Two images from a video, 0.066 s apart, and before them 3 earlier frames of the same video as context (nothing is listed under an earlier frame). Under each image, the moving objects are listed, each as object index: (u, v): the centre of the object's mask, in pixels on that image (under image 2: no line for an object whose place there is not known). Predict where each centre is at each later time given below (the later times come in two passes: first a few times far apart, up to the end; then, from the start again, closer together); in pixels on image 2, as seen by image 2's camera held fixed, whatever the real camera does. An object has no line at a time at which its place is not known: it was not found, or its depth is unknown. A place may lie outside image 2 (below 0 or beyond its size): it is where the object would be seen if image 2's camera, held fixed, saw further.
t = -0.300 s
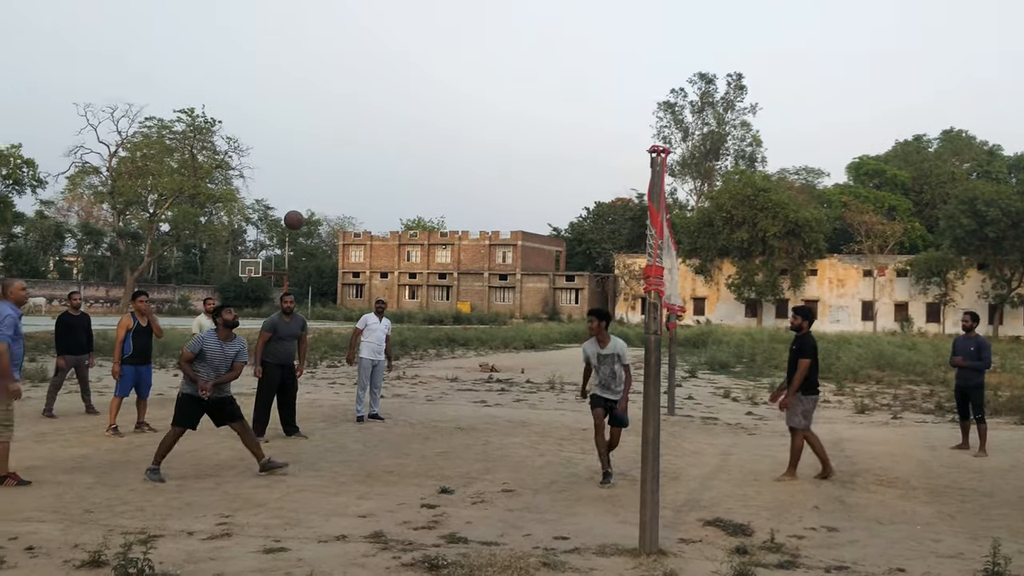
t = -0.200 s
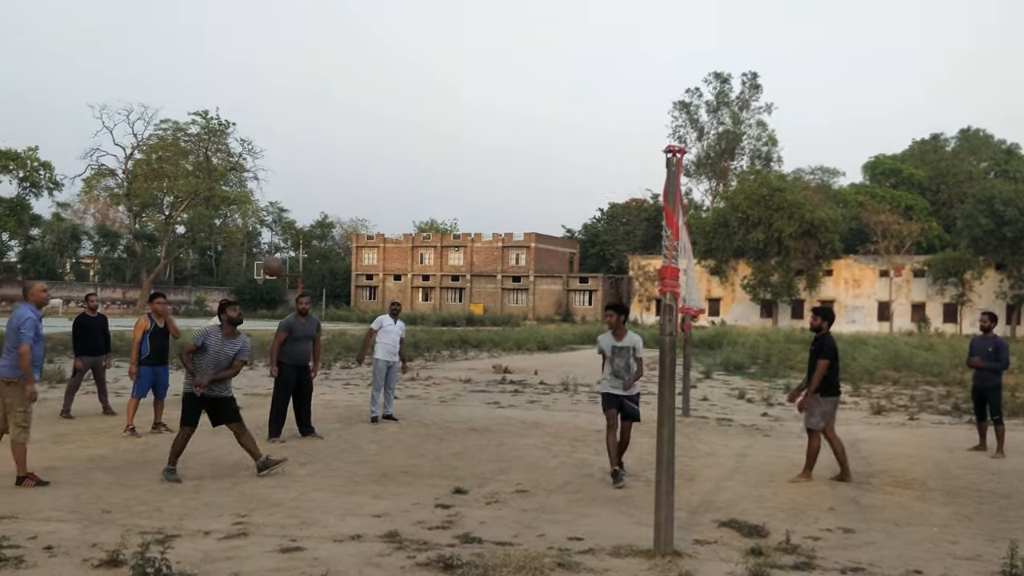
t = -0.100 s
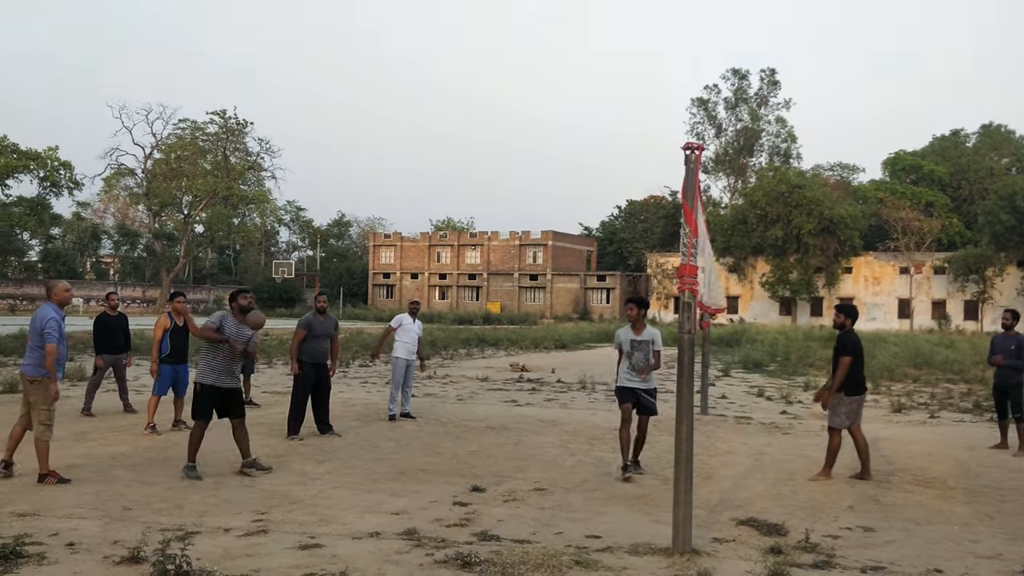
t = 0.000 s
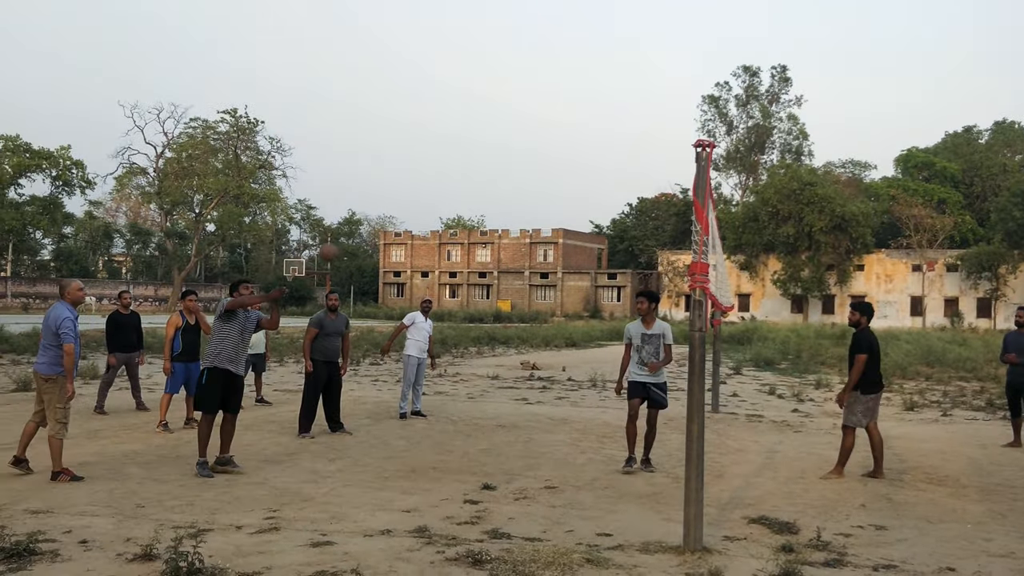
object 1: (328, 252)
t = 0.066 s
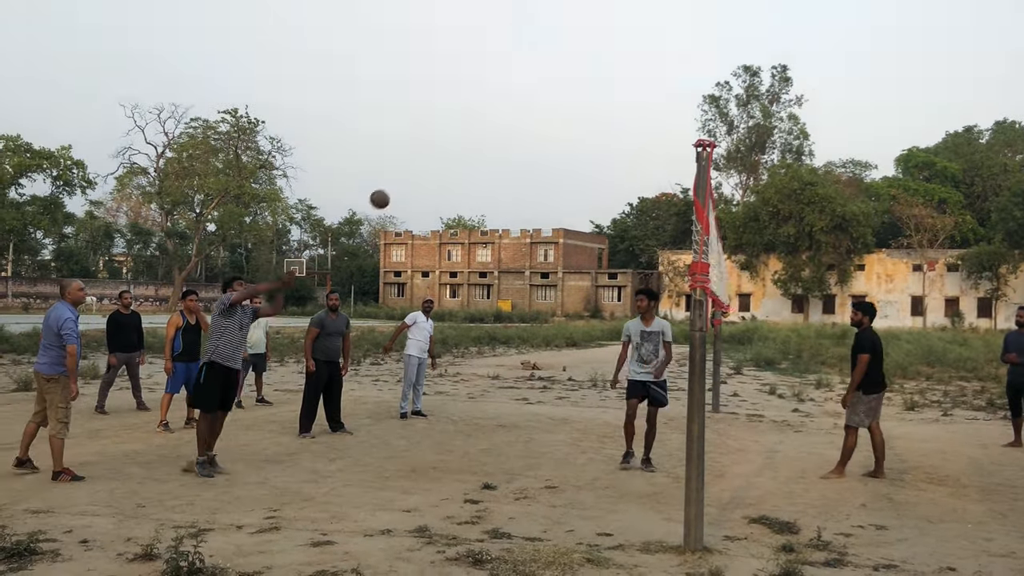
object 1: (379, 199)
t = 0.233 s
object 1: (512, 82)
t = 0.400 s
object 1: (642, -3)
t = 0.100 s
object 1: (405, 174)
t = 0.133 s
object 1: (431, 150)
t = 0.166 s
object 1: (458, 126)
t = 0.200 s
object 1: (484, 104)
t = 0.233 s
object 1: (512, 82)
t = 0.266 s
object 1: (539, 61)
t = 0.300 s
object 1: (566, 42)
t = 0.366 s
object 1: (618, 10)
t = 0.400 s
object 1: (642, -3)
